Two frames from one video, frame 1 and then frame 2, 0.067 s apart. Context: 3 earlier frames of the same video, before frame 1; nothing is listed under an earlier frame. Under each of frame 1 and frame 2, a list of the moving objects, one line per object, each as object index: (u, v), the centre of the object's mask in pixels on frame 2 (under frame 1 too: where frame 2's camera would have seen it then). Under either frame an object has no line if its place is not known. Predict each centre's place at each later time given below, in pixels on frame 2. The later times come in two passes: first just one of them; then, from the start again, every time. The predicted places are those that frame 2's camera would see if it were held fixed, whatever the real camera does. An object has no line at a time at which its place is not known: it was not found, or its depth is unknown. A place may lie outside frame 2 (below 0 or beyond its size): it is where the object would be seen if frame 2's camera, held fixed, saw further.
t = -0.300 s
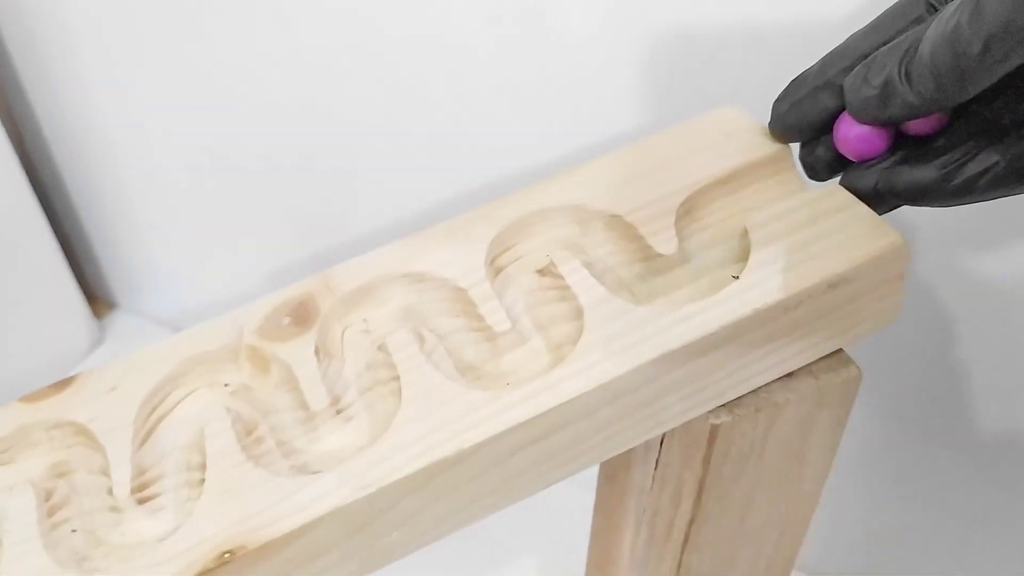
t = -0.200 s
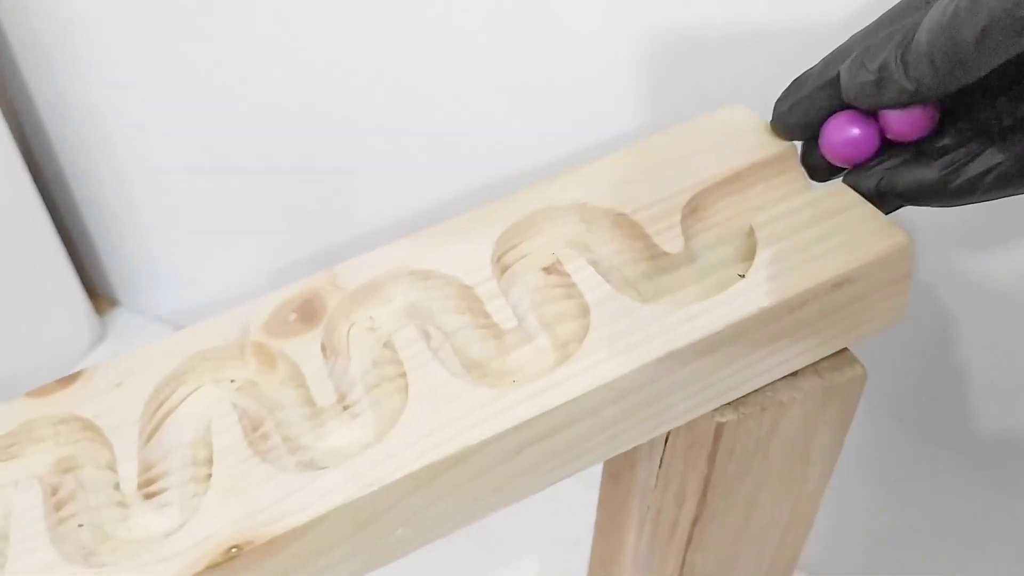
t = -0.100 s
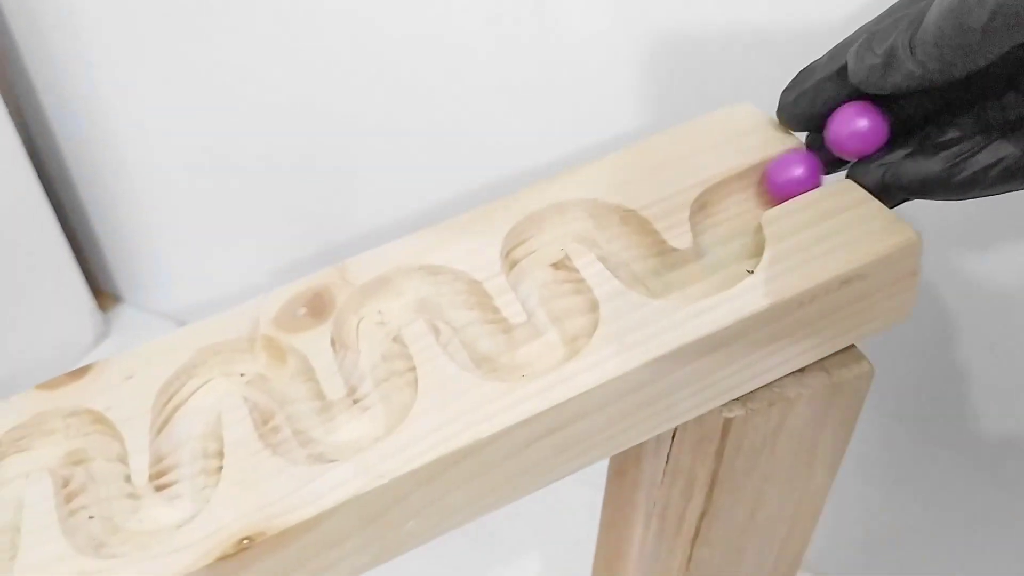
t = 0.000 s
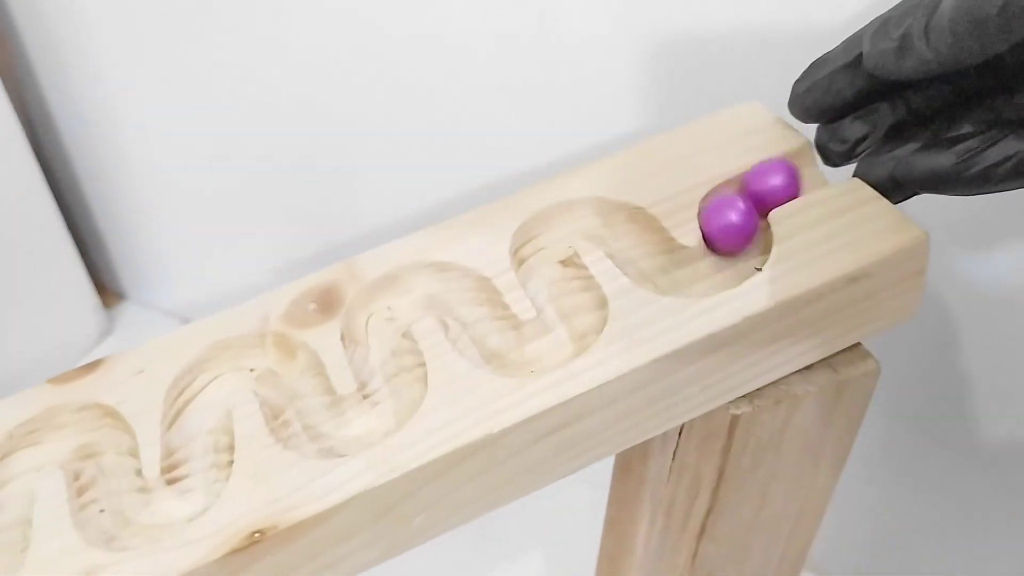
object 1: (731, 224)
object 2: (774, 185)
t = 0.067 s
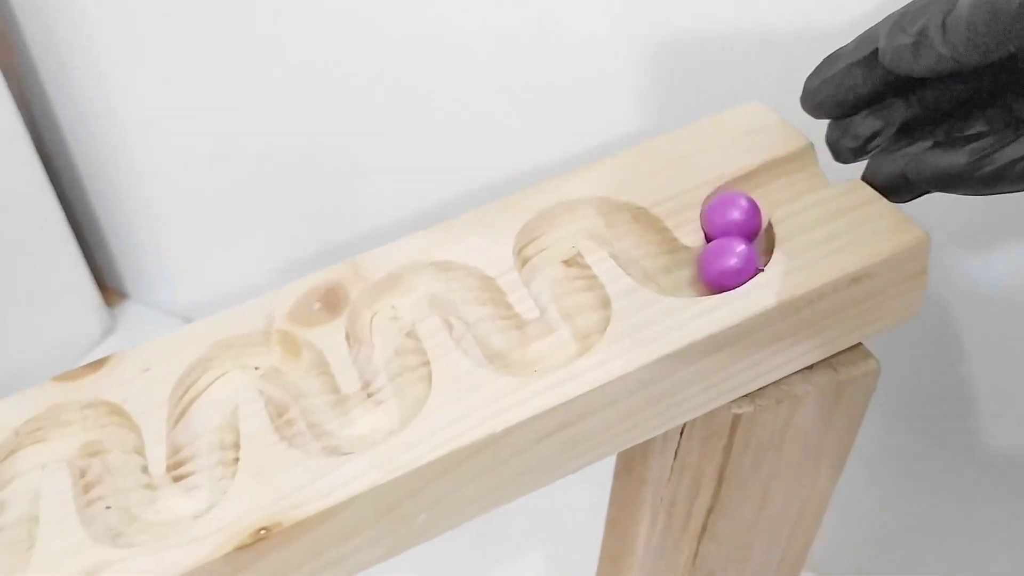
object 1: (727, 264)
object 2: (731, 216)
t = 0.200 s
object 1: (610, 223)
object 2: (661, 265)
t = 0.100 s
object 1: (695, 274)
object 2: (742, 243)
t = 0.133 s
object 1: (661, 265)
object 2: (734, 259)
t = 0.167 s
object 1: (644, 252)
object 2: (714, 270)
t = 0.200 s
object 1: (610, 223)
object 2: (661, 265)
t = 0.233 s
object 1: (579, 219)
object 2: (647, 252)
